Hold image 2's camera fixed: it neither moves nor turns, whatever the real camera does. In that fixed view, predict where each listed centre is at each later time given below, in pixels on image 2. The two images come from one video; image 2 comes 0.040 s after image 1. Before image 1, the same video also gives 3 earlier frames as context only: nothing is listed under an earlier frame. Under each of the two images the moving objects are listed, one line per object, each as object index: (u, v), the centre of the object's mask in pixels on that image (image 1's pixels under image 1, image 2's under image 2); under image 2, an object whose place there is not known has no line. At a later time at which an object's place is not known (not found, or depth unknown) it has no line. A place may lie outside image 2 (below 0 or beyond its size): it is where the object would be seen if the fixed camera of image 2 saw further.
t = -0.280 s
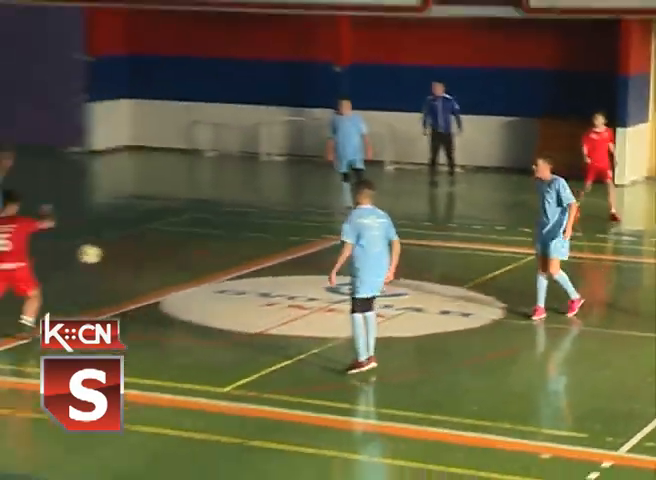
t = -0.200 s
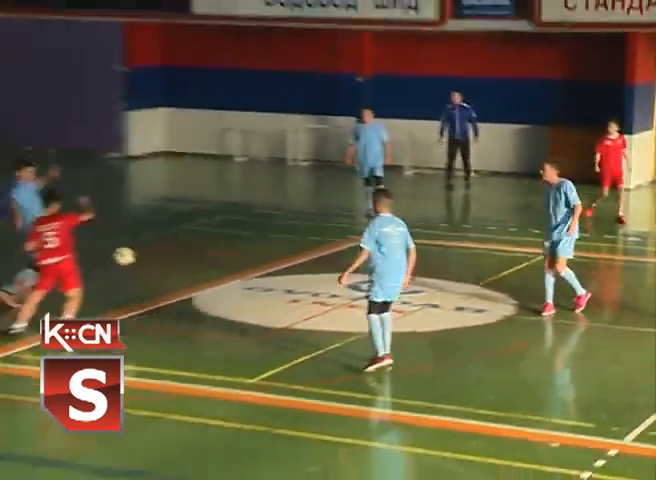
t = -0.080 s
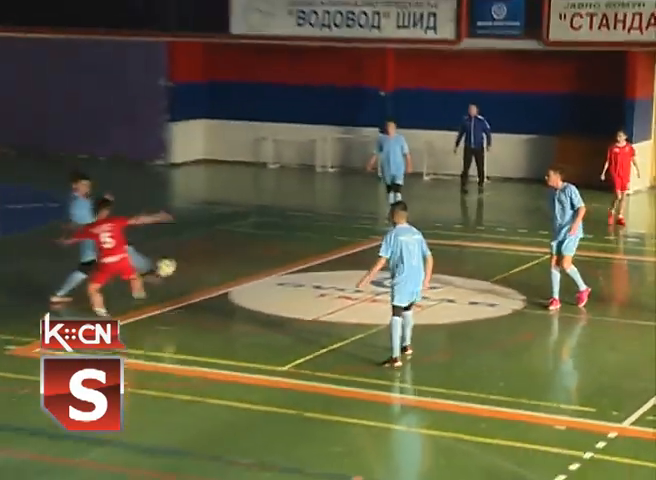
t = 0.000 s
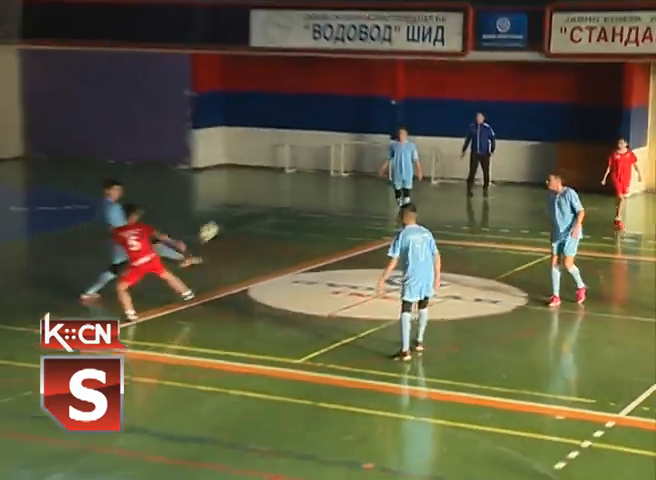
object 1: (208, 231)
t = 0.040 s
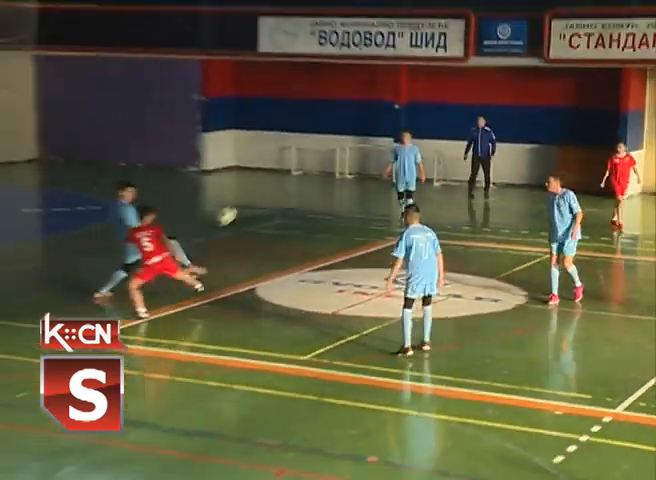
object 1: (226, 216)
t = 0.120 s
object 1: (250, 188)
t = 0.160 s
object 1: (264, 175)
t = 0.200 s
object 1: (276, 164)
